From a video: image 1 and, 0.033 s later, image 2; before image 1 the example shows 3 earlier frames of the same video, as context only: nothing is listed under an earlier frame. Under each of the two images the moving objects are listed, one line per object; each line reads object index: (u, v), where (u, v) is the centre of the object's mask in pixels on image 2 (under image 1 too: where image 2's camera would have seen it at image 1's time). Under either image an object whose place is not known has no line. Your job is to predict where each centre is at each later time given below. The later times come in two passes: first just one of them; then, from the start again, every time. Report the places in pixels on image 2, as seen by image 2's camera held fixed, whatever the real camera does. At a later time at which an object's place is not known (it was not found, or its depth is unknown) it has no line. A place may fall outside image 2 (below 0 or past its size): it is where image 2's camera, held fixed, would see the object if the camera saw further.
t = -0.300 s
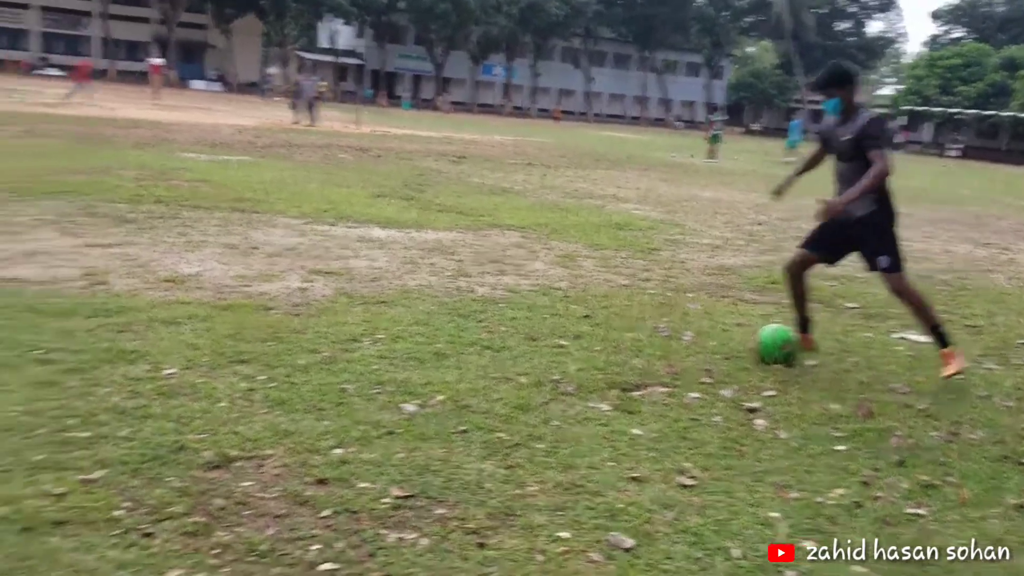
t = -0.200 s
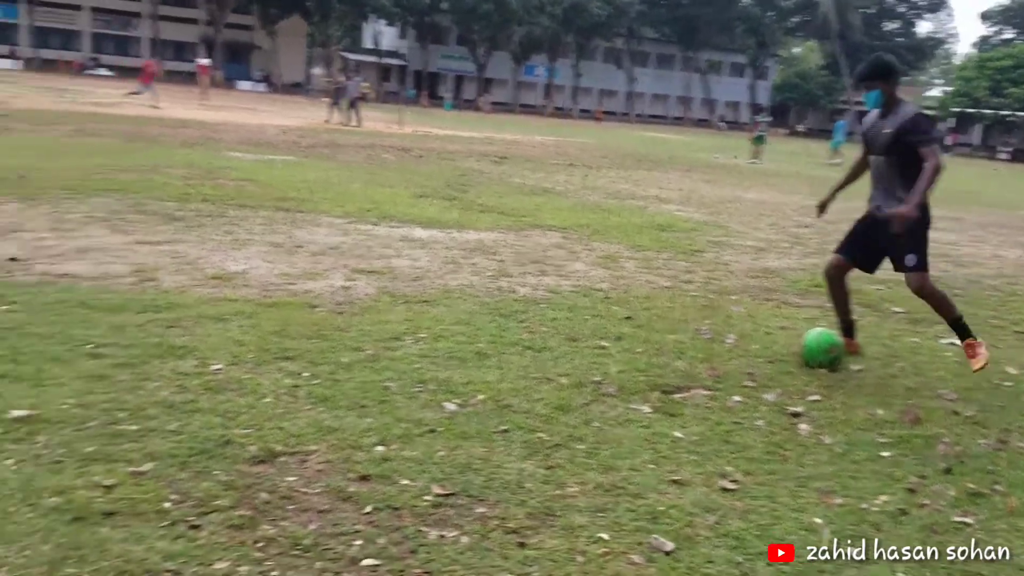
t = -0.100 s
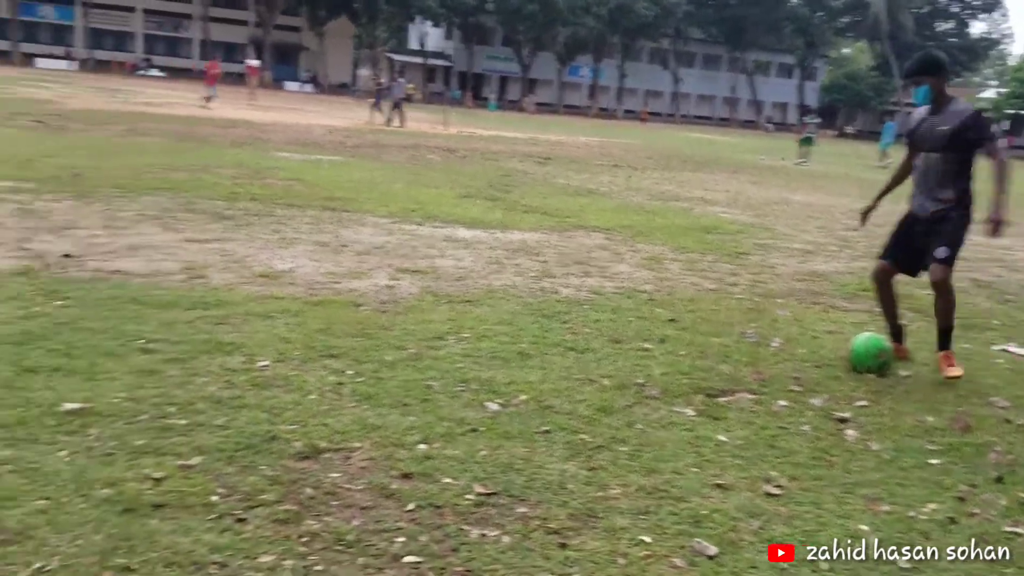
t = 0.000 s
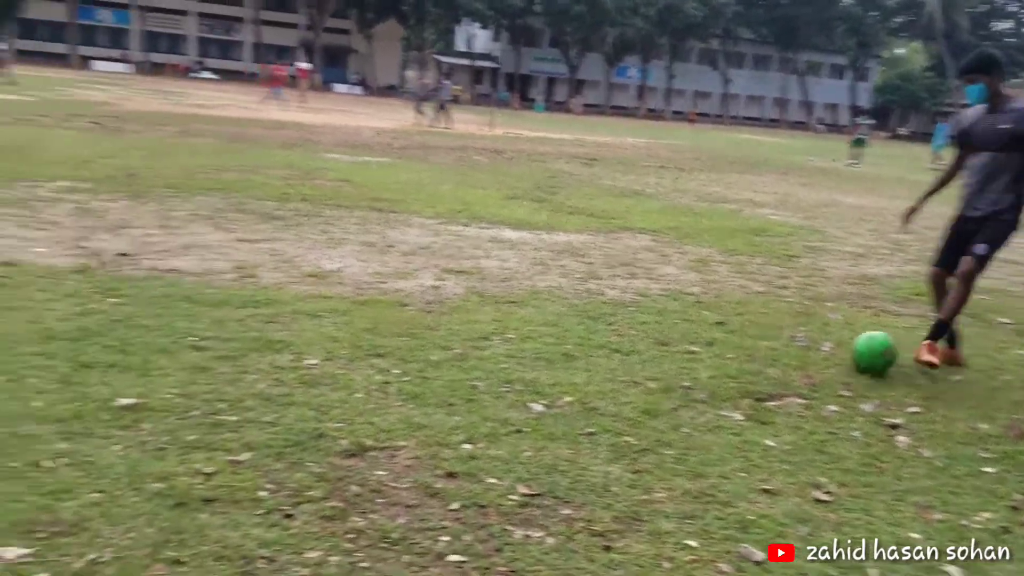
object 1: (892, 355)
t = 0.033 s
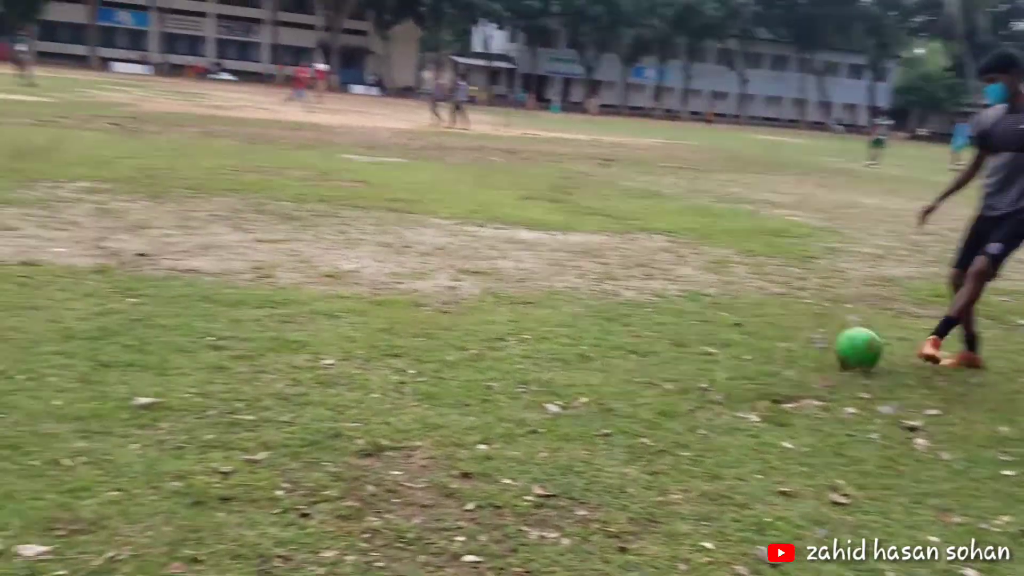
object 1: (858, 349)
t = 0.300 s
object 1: (646, 323)
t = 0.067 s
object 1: (827, 344)
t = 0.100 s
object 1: (798, 340)
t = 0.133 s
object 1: (768, 337)
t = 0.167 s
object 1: (741, 335)
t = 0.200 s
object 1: (715, 331)
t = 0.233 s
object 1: (689, 329)
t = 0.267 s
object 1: (666, 326)
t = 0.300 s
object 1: (646, 323)
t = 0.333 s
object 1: (625, 321)
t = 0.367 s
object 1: (606, 318)
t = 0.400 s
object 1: (587, 314)
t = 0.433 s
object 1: (567, 311)
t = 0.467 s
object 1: (547, 310)
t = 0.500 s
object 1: (529, 308)
